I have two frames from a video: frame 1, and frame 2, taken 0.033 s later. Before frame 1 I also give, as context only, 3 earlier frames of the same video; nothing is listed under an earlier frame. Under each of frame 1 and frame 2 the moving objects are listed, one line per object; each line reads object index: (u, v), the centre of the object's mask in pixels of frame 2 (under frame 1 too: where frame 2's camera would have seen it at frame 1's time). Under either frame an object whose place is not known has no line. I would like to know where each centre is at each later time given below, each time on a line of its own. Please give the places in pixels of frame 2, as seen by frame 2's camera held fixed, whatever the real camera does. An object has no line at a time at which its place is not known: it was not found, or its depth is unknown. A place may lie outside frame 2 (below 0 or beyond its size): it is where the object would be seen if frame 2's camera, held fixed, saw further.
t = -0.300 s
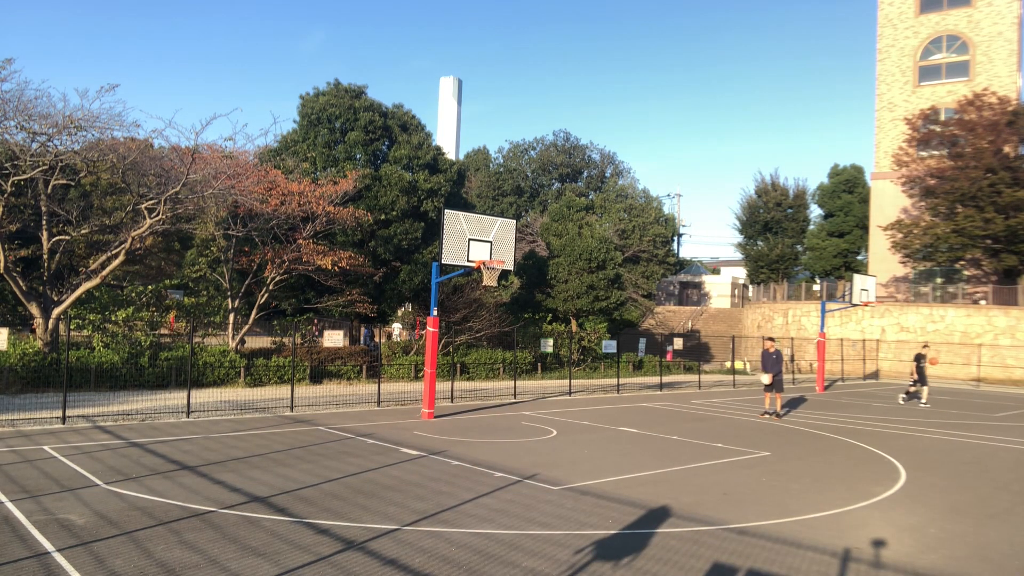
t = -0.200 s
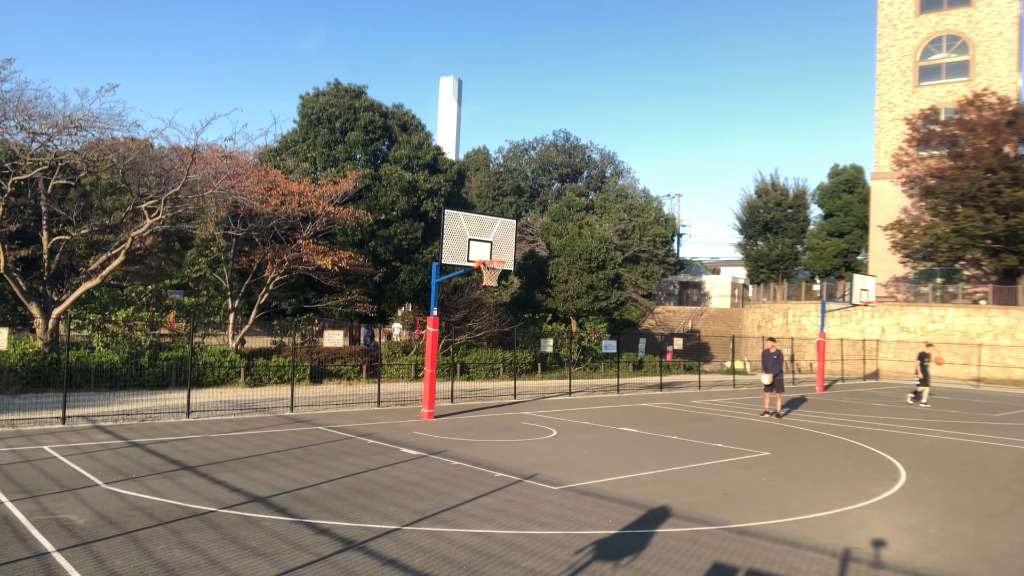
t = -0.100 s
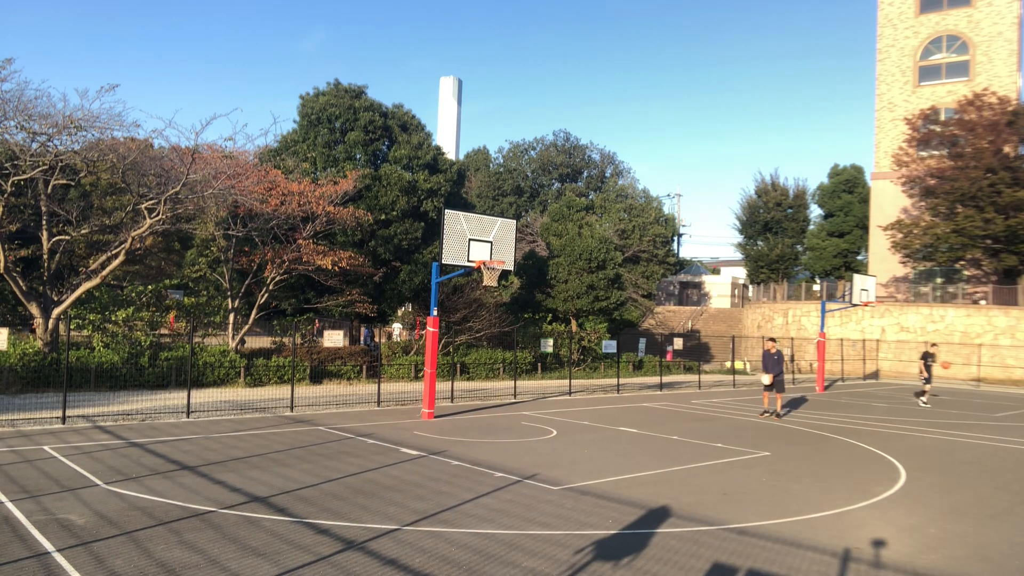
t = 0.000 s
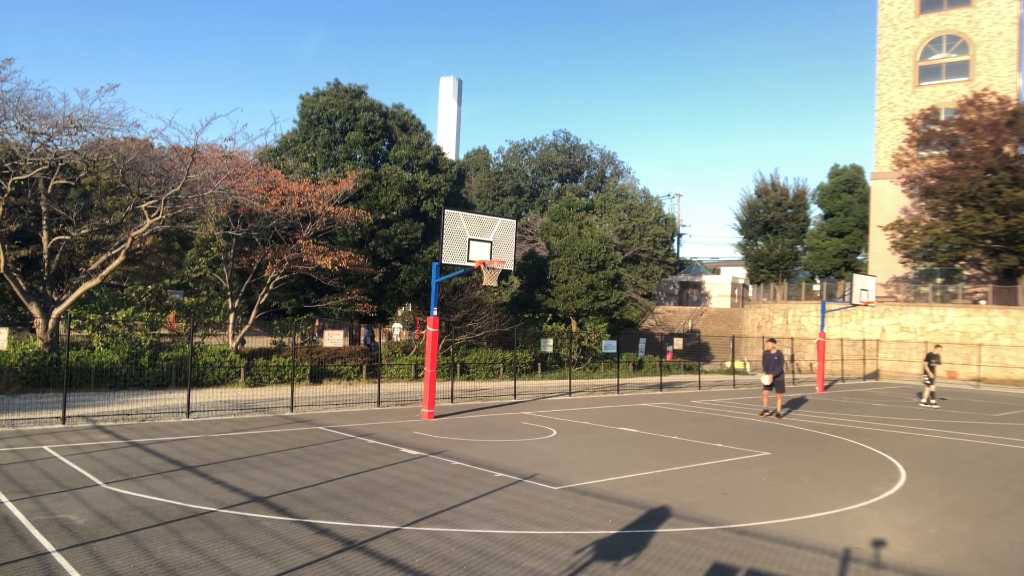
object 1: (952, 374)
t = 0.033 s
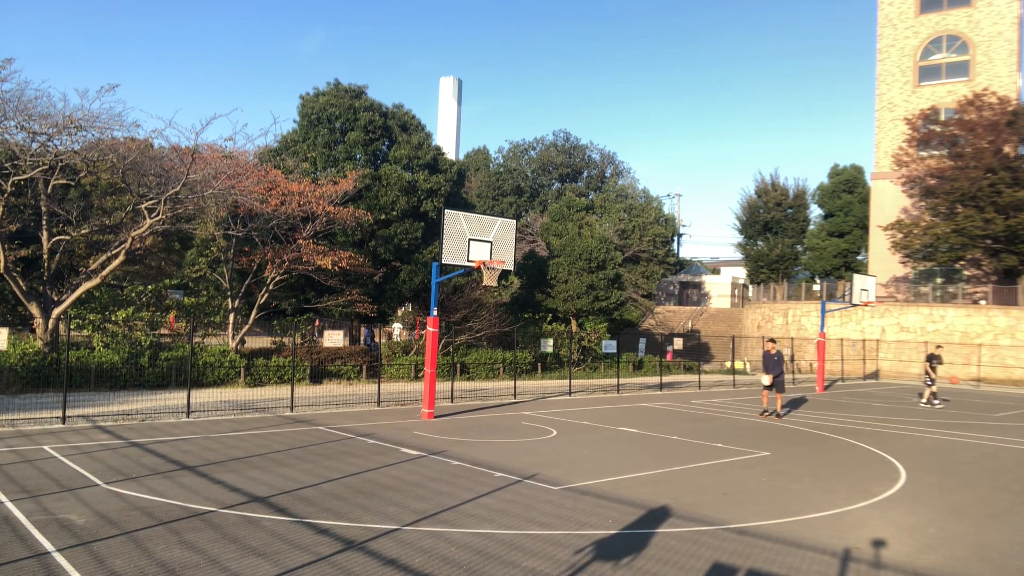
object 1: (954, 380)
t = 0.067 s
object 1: (956, 385)
